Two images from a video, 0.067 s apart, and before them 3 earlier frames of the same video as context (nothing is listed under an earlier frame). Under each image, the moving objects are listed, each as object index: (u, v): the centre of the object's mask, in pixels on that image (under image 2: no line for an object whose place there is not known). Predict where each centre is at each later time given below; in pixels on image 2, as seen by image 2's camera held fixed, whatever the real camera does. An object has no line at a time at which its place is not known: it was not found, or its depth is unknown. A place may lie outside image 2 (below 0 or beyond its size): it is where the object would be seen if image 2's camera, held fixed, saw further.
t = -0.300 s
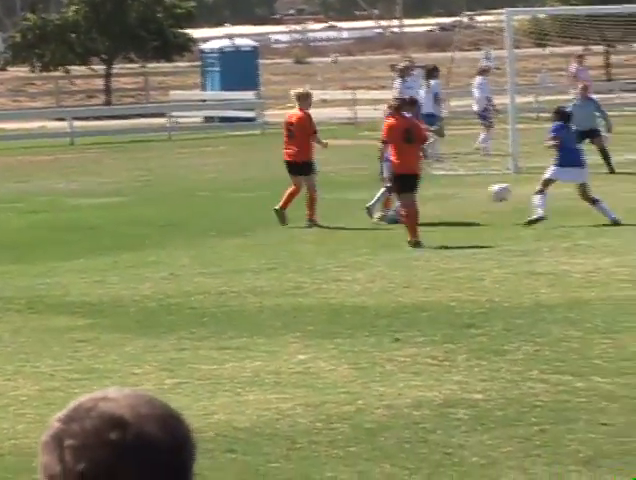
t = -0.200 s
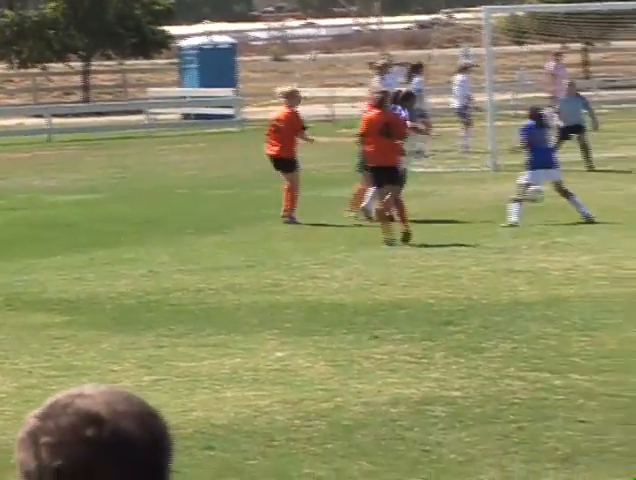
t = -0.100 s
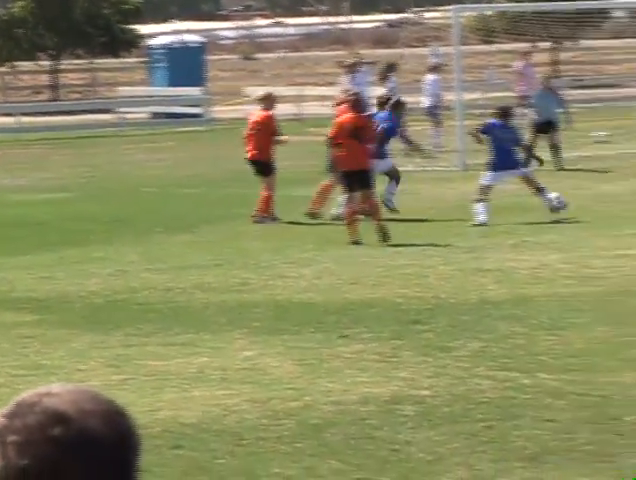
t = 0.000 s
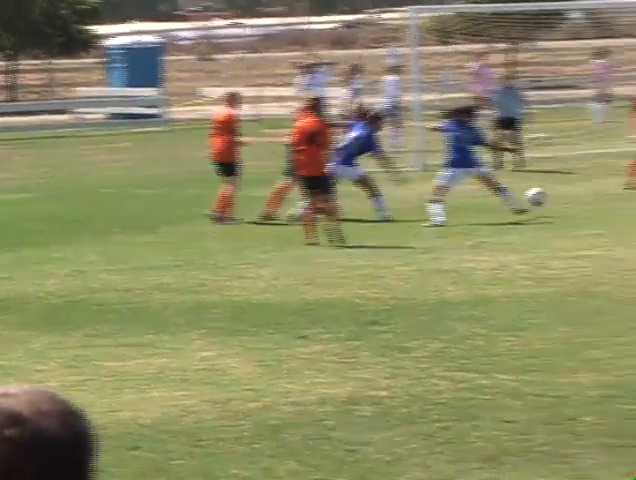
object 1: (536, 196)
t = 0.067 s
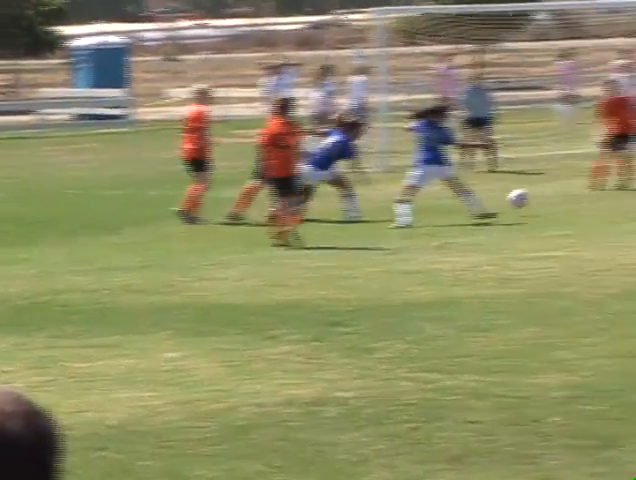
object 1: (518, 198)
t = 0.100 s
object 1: (529, 198)
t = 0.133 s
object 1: (533, 201)
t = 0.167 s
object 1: (538, 204)
